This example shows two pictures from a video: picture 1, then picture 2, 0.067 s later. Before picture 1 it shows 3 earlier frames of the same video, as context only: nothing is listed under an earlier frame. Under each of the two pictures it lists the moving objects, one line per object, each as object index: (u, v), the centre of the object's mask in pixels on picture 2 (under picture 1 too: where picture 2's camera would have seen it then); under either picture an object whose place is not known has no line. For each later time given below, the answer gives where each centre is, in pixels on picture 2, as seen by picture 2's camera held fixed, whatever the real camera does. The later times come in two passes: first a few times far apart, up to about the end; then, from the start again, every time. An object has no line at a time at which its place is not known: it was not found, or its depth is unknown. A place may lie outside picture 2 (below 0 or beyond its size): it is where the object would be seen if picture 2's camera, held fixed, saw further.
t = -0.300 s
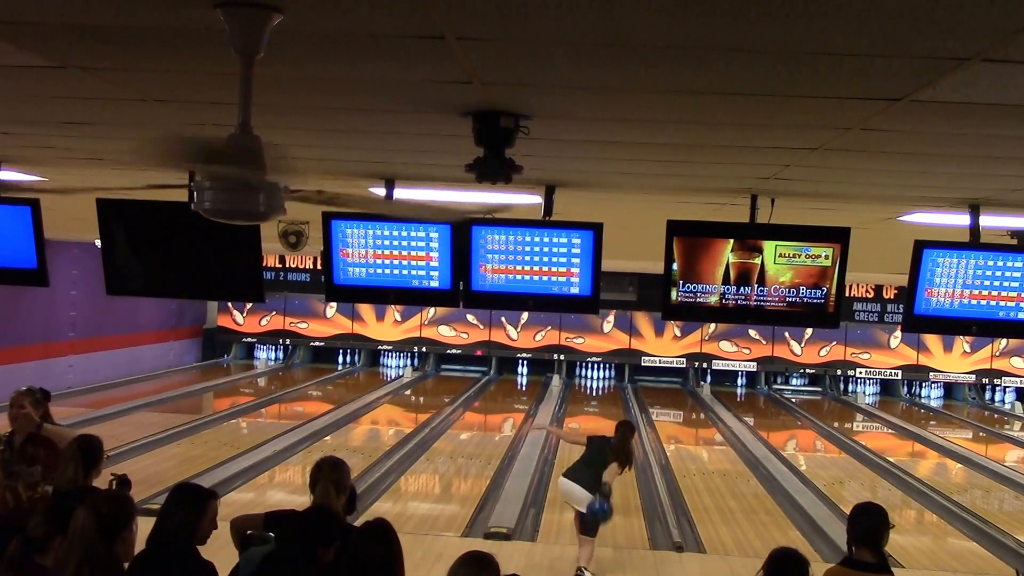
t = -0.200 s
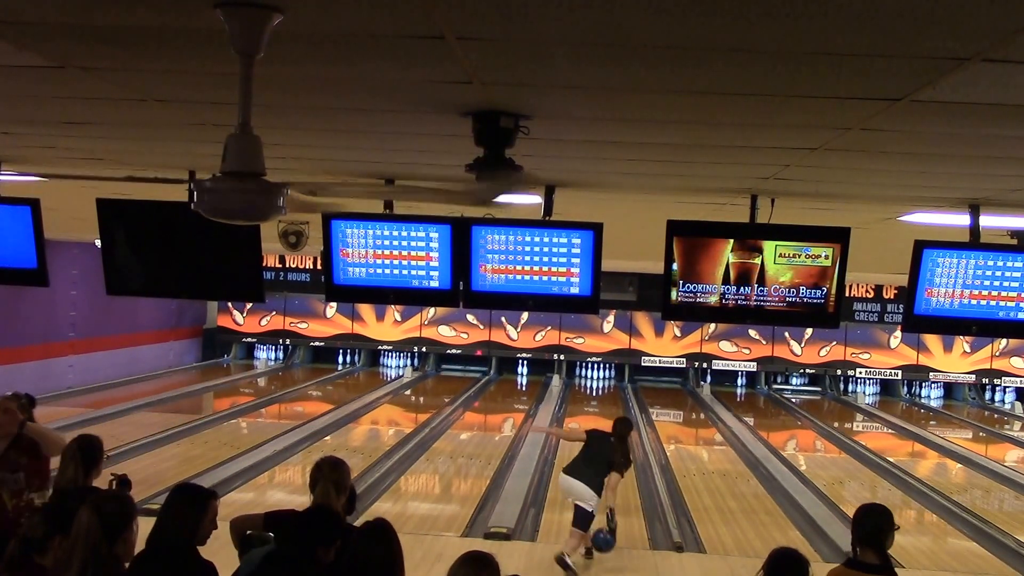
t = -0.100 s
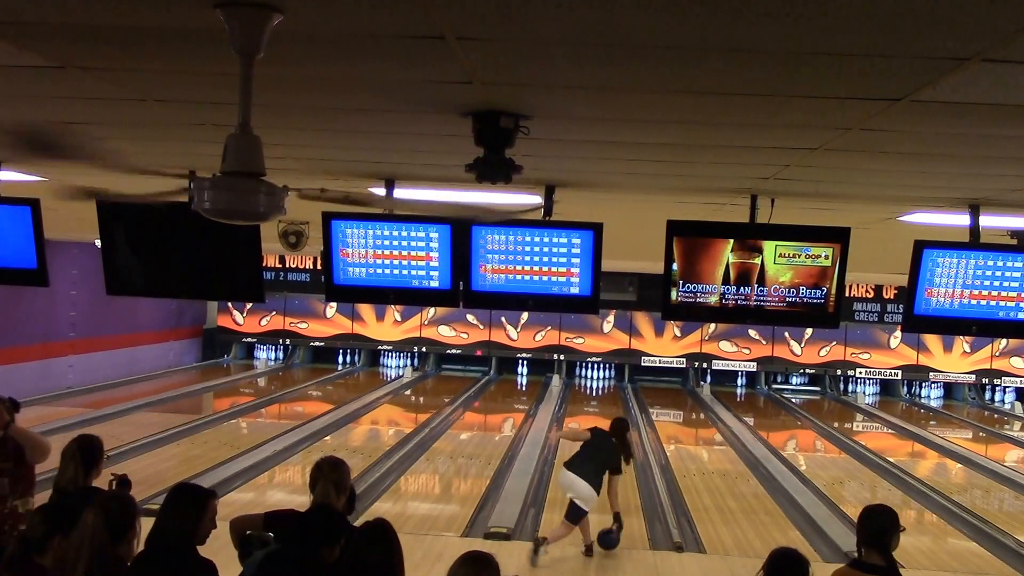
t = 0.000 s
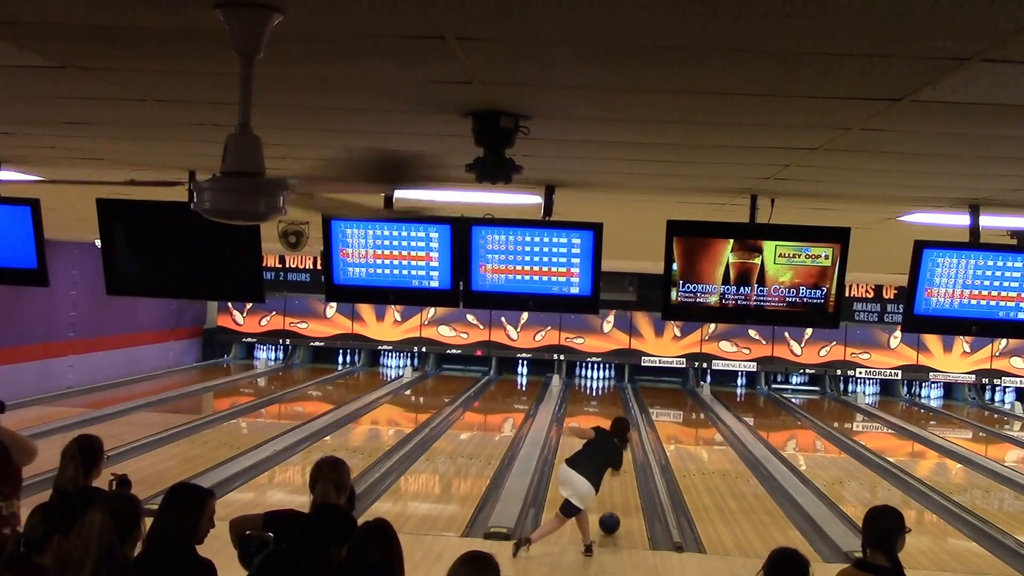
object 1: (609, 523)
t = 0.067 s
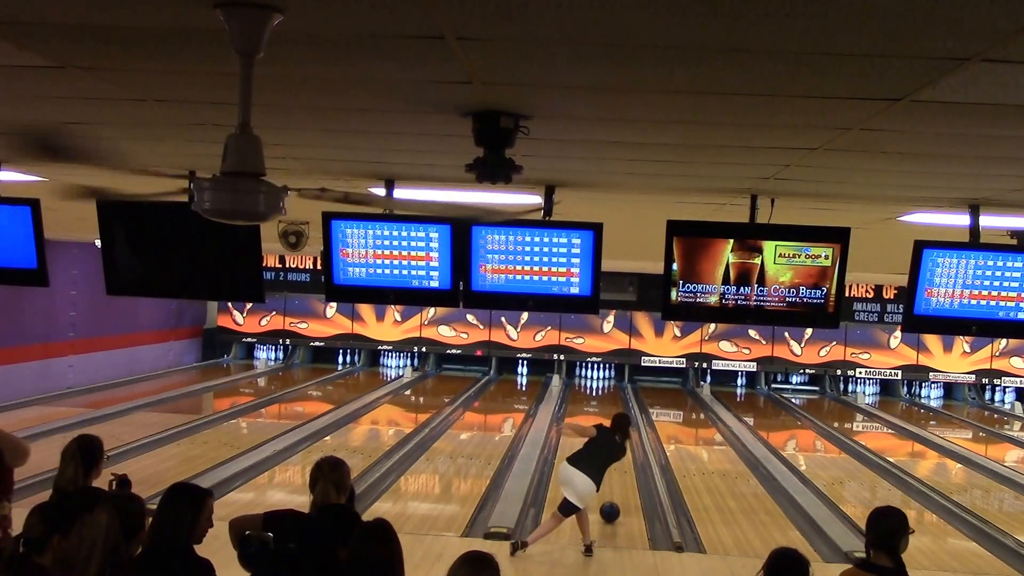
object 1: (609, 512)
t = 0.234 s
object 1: (611, 489)
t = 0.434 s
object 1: (613, 468)
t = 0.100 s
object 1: (610, 507)
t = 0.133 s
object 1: (610, 502)
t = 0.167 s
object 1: (610, 498)
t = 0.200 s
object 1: (610, 493)
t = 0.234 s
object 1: (611, 489)
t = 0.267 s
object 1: (611, 485)
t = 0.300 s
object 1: (611, 481)
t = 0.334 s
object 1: (611, 477)
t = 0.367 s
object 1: (612, 474)
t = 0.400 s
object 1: (613, 471)
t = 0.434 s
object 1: (613, 468)
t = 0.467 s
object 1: (613, 465)
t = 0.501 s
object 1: (614, 463)
